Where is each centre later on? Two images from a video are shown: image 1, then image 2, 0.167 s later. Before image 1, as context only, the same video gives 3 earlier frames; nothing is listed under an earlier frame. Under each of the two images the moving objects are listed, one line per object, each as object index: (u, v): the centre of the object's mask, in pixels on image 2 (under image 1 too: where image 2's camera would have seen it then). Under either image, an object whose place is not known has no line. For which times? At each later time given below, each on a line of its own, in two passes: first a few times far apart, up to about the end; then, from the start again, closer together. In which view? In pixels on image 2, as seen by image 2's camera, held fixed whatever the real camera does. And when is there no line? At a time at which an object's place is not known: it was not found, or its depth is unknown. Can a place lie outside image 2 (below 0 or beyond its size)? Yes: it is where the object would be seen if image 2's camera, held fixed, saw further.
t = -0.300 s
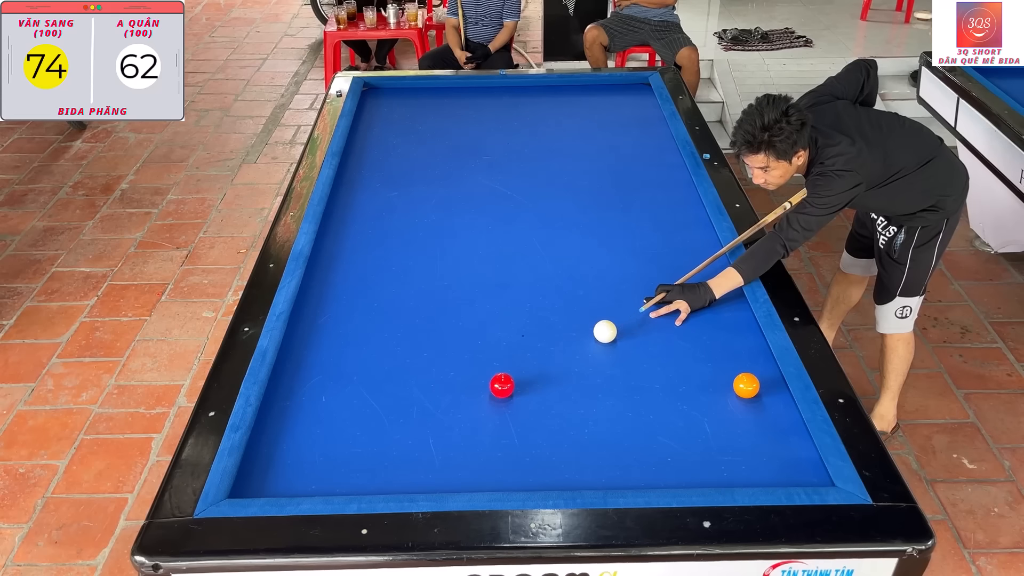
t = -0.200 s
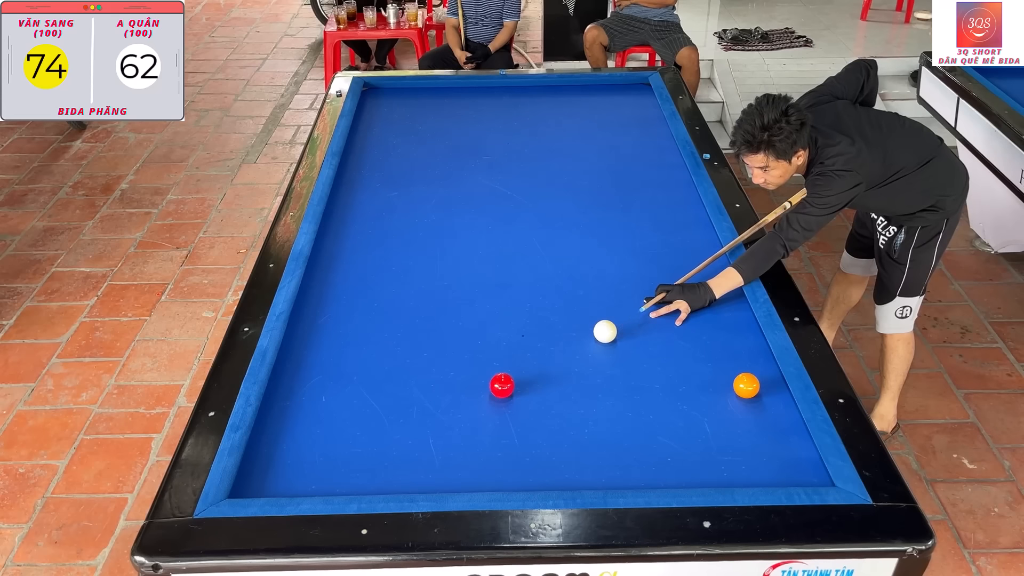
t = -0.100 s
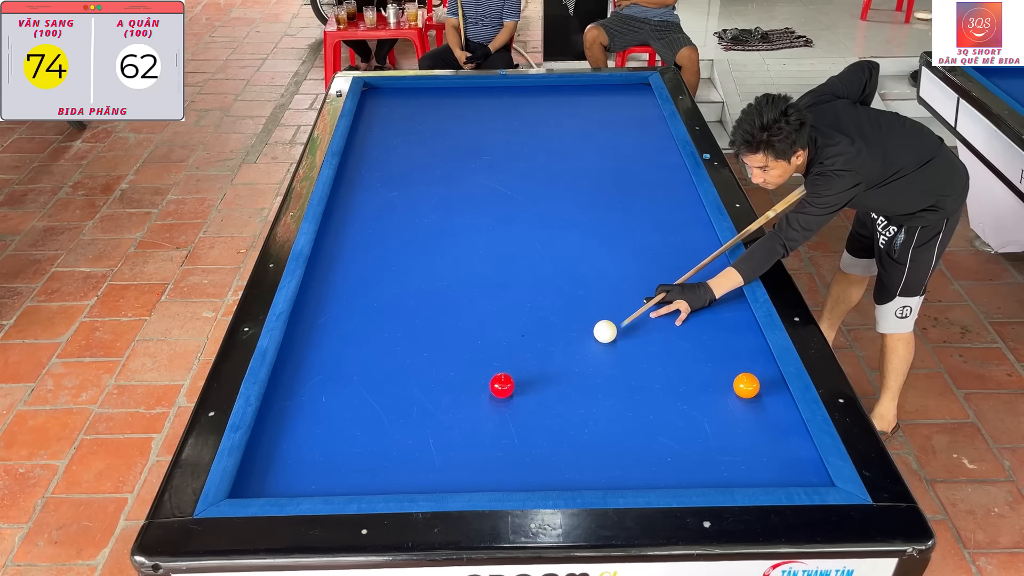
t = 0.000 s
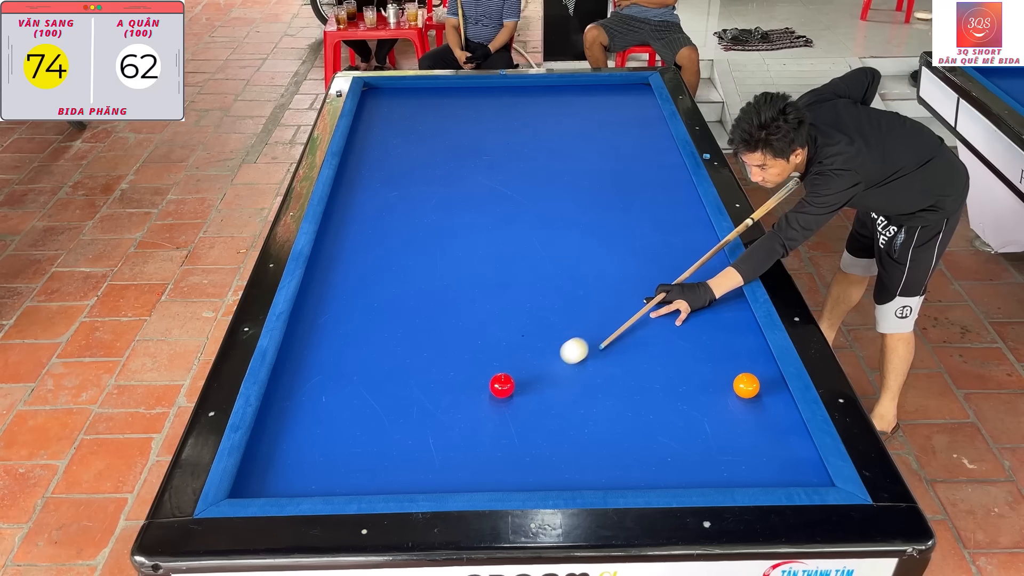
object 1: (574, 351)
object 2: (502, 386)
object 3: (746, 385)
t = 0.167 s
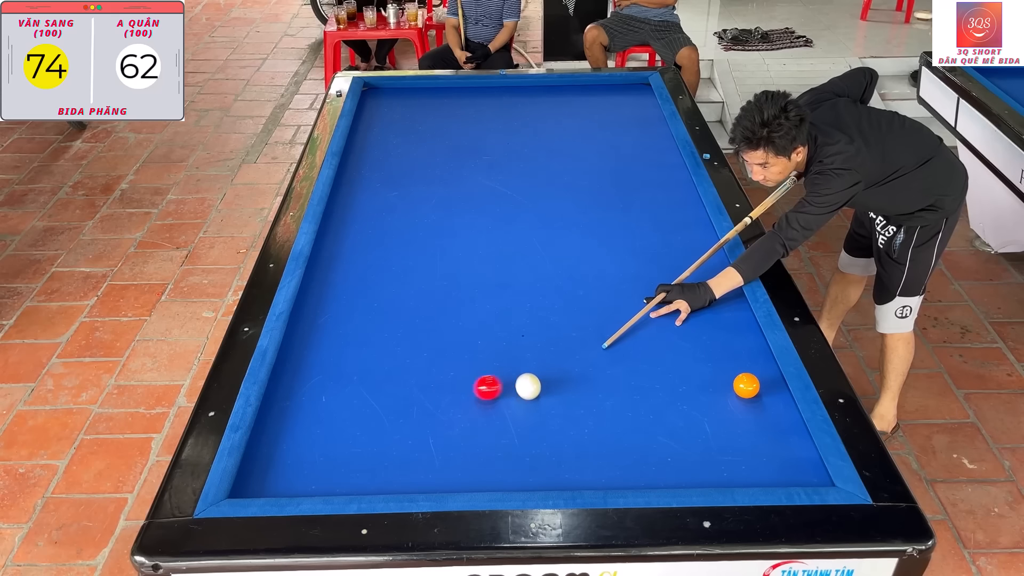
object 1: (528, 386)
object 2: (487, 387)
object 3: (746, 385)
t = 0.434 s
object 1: (545, 419)
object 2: (395, 400)
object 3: (746, 385)
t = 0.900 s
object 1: (578, 476)
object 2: (285, 419)
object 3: (746, 385)
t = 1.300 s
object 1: (615, 459)
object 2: (355, 422)
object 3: (746, 385)
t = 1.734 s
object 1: (652, 433)
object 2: (425, 424)
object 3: (746, 385)
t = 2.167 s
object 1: (685, 411)
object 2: (492, 427)
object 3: (746, 385)
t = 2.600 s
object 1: (714, 391)
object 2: (556, 429)
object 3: (746, 385)
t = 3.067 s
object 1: (721, 371)
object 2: (621, 430)
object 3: (762, 386)
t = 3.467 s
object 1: (722, 357)
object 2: (675, 432)
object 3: (775, 386)
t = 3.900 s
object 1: (723, 344)
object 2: (731, 434)
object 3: (767, 387)
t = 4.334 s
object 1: (724, 334)
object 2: (784, 435)
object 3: (762, 386)
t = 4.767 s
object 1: (724, 326)
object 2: (777, 437)
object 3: (759, 385)
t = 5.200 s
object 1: (724, 320)
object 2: (752, 439)
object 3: (760, 385)
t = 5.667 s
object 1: (725, 315)
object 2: (728, 441)
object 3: (760, 385)
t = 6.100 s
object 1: (726, 313)
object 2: (710, 444)
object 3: (760, 385)
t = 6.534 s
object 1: (726, 312)
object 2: (695, 446)
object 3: (760, 385)
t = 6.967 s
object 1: (726, 312)
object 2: (681, 448)
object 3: (760, 385)
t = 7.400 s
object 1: (726, 312)
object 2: (669, 450)
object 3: (760, 385)
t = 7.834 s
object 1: (726, 312)
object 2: (659, 450)
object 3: (760, 385)
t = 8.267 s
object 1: (726, 312)
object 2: (651, 450)
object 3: (760, 385)
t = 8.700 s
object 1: (726, 312)
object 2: (647, 450)
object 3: (760, 385)
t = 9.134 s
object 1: (726, 312)
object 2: (646, 450)
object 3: (760, 385)
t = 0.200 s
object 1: (530, 391)
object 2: (474, 389)
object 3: (746, 385)
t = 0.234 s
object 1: (532, 396)
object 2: (462, 391)
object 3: (746, 385)
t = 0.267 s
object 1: (534, 400)
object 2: (450, 393)
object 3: (746, 385)
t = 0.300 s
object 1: (537, 404)
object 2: (438, 394)
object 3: (746, 385)
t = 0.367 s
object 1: (541, 411)
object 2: (416, 398)
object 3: (746, 385)
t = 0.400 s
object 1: (543, 415)
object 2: (406, 399)
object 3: (746, 385)
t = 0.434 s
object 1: (545, 419)
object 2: (395, 400)
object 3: (746, 385)
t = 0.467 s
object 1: (548, 423)
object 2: (384, 402)
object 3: (746, 385)
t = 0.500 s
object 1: (550, 427)
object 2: (374, 404)
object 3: (746, 385)
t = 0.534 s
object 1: (552, 431)
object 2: (363, 405)
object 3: (746, 385)
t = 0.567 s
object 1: (554, 435)
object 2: (352, 407)
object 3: (746, 385)
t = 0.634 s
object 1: (559, 443)
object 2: (330, 410)
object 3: (746, 385)
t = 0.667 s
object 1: (561, 447)
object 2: (319, 411)
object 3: (746, 385)
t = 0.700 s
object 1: (564, 451)
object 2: (308, 413)
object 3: (746, 385)
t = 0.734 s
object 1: (566, 455)
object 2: (297, 415)
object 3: (746, 385)
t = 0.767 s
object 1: (569, 460)
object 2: (286, 416)
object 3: (746, 385)
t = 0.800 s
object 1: (571, 464)
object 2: (275, 417)
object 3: (746, 385)
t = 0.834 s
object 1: (573, 468)
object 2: (269, 418)
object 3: (746, 385)
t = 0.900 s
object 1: (578, 476)
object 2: (285, 419)
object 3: (746, 385)
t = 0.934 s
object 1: (580, 479)
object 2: (293, 419)
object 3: (746, 385)
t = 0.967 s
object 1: (583, 480)
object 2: (299, 420)
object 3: (746, 385)
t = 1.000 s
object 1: (587, 478)
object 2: (305, 420)
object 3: (746, 385)
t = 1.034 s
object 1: (590, 476)
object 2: (311, 420)
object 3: (746, 385)
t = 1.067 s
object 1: (593, 474)
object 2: (317, 420)
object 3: (746, 385)
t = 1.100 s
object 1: (596, 472)
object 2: (322, 420)
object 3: (746, 385)
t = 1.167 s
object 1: (603, 468)
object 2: (333, 421)
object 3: (746, 385)
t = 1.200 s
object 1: (606, 466)
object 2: (339, 421)
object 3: (746, 385)
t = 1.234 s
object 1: (609, 463)
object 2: (344, 421)
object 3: (746, 385)
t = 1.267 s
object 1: (612, 461)
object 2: (350, 421)
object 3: (746, 385)
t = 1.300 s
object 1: (615, 459)
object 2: (355, 422)
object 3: (746, 385)
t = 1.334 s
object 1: (618, 457)
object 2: (361, 422)
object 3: (746, 385)
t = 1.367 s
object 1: (621, 455)
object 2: (366, 422)
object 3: (746, 385)
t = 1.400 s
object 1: (624, 453)
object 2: (372, 422)
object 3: (746, 385)
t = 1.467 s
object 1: (630, 449)
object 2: (382, 423)
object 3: (746, 385)
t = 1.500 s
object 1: (633, 447)
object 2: (388, 423)
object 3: (746, 385)
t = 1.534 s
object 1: (636, 445)
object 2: (393, 423)
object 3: (746, 385)
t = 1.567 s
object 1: (639, 443)
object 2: (398, 423)
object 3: (746, 385)
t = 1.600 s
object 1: (641, 441)
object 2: (404, 423)
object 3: (746, 385)
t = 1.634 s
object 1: (644, 439)
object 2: (409, 424)
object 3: (746, 385)
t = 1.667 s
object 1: (647, 437)
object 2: (414, 424)
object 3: (746, 385)
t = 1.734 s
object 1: (652, 433)
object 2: (425, 424)
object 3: (746, 385)
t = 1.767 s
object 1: (655, 431)
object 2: (430, 425)
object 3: (746, 385)
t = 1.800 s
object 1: (658, 430)
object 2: (435, 425)
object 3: (746, 385)
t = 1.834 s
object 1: (660, 428)
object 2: (441, 425)
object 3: (746, 385)
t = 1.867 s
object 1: (663, 426)
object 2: (446, 425)
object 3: (746, 385)
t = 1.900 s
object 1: (666, 424)
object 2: (451, 425)
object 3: (746, 385)
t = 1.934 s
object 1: (668, 423)
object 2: (456, 425)
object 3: (746, 385)
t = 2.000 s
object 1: (673, 419)
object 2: (466, 426)
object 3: (746, 385)
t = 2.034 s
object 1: (676, 417)
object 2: (471, 426)
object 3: (746, 385)
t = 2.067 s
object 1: (678, 416)
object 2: (477, 426)
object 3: (746, 385)
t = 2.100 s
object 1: (681, 414)
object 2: (482, 426)
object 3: (746, 385)
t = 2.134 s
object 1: (683, 412)
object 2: (487, 426)
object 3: (746, 385)
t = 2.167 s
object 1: (685, 411)
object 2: (492, 427)
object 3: (746, 385)
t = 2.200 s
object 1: (688, 409)
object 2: (497, 427)
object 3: (746, 385)
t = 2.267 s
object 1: (692, 406)
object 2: (507, 427)
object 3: (746, 385)
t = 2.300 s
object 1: (695, 404)
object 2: (512, 427)
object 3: (746, 385)
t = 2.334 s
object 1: (697, 403)
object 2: (517, 427)
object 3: (746, 385)
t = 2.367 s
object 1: (699, 401)
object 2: (521, 428)
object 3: (746, 385)
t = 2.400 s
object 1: (701, 399)
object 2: (526, 428)
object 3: (746, 385)
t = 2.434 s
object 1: (703, 398)
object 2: (531, 428)
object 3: (746, 385)
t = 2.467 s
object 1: (705, 396)
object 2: (536, 428)
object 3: (746, 385)
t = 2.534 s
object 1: (710, 393)
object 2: (546, 428)
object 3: (746, 385)
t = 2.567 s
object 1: (712, 392)
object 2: (551, 428)
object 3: (746, 385)
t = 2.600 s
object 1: (714, 391)
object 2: (556, 429)
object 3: (746, 385)
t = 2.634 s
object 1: (716, 389)
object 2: (560, 429)
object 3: (746, 385)
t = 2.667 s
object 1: (718, 388)
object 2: (565, 429)
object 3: (746, 385)
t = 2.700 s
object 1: (720, 386)
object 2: (570, 429)
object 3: (746, 385)
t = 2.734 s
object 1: (721, 385)
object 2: (575, 429)
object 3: (747, 385)
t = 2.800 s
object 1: (721, 382)
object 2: (584, 429)
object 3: (751, 385)
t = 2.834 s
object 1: (721, 380)
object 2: (589, 429)
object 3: (752, 385)
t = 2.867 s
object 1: (721, 379)
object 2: (593, 429)
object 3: (754, 386)
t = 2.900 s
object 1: (721, 378)
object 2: (598, 430)
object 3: (755, 386)
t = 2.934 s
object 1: (721, 376)
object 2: (603, 430)
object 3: (756, 386)
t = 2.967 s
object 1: (721, 375)
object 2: (608, 430)
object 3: (758, 386)
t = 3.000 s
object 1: (721, 374)
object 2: (612, 430)
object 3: (759, 386)
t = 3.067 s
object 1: (721, 371)
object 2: (621, 430)
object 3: (762, 386)
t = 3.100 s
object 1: (721, 370)
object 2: (626, 430)
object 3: (763, 386)
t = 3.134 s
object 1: (721, 368)
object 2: (630, 431)
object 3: (765, 386)
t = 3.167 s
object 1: (721, 367)
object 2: (635, 431)
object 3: (766, 386)
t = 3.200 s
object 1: (721, 366)
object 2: (640, 431)
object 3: (767, 386)
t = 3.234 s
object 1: (721, 365)
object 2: (644, 431)
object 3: (768, 386)
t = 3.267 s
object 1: (722, 364)
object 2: (649, 431)
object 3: (769, 386)
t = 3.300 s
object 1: (722, 362)
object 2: (653, 431)
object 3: (771, 386)
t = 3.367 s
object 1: (722, 360)
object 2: (662, 432)
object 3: (773, 386)
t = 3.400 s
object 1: (722, 359)
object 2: (667, 432)
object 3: (774, 386)
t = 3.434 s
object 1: (722, 358)
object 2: (671, 432)
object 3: (775, 386)
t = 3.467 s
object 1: (722, 357)
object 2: (675, 432)
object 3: (775, 386)
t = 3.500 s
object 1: (722, 356)
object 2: (680, 432)
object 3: (774, 386)
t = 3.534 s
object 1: (722, 355)
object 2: (684, 432)
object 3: (773, 386)
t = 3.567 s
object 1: (722, 354)
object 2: (688, 432)
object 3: (773, 386)
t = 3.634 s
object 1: (722, 352)
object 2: (697, 432)
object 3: (771, 386)
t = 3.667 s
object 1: (722, 351)
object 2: (702, 433)
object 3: (771, 386)
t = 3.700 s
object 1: (723, 350)
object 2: (706, 433)
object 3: (770, 387)
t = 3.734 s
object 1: (723, 349)
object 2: (710, 433)
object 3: (770, 387)
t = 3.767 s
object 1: (723, 348)
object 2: (714, 433)
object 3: (769, 387)
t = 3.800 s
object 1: (723, 347)
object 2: (718, 433)
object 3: (769, 387)
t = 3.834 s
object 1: (723, 346)
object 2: (723, 433)
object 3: (768, 386)
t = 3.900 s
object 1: (723, 344)
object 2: (731, 434)
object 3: (767, 387)
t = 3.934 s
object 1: (723, 343)
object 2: (735, 434)
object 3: (766, 386)
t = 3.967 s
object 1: (723, 343)
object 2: (739, 434)
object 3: (766, 386)
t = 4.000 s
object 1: (723, 342)
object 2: (744, 434)
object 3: (765, 386)
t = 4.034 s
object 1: (723, 341)
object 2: (748, 434)
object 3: (765, 386)
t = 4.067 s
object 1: (723, 340)
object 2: (752, 434)
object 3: (764, 386)
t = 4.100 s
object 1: (723, 339)
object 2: (756, 434)
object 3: (764, 386)
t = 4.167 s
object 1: (724, 338)
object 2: (764, 434)
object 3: (763, 386)
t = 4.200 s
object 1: (724, 337)
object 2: (768, 434)
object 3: (763, 386)
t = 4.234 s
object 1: (724, 336)
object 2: (772, 435)
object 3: (762, 386)
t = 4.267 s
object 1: (724, 335)
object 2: (776, 434)
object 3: (762, 386)
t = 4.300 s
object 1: (724, 335)
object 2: (780, 435)
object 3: (762, 386)
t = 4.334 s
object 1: (724, 334)
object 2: (784, 435)
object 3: (762, 386)
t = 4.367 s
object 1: (724, 333)
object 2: (788, 435)
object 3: (761, 386)
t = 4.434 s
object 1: (724, 332)
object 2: (795, 435)
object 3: (761, 385)
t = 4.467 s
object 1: (724, 331)
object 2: (797, 435)
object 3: (760, 385)
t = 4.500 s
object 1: (724, 331)
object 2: (794, 435)
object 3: (760, 385)
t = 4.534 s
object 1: (724, 330)
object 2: (792, 435)
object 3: (760, 385)
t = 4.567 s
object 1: (724, 329)
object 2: (790, 436)
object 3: (760, 385)
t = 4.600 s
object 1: (724, 329)
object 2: (787, 436)
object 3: (760, 385)
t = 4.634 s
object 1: (724, 328)
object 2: (785, 436)
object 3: (759, 385)
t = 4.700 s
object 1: (724, 327)
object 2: (781, 436)
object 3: (759, 385)
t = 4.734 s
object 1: (724, 326)
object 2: (779, 437)
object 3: (759, 385)
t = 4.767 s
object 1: (724, 326)
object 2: (777, 437)
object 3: (759, 385)
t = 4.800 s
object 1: (724, 325)
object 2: (775, 437)
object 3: (759, 385)
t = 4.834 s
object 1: (724, 325)
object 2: (773, 437)
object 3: (759, 385)
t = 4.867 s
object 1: (724, 324)
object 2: (771, 437)
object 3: (759, 385)
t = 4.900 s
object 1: (724, 324)
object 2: (769, 438)
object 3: (760, 385)
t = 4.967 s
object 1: (724, 323)
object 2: (765, 438)
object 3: (760, 385)
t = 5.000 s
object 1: (724, 322)
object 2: (763, 438)
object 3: (760, 385)
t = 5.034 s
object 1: (724, 322)
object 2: (762, 438)
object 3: (760, 385)
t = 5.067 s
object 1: (724, 321)
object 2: (760, 438)
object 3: (760, 385)
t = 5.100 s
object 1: (724, 321)
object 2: (758, 438)
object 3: (760, 385)
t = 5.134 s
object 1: (724, 321)
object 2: (756, 439)
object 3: (760, 385)
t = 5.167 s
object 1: (724, 320)
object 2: (754, 439)
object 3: (760, 385)
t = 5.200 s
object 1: (724, 320)
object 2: (752, 439)
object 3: (760, 385)
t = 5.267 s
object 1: (724, 319)
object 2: (748, 439)
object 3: (760, 385)
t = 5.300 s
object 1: (724, 319)
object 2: (747, 440)
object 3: (760, 385)
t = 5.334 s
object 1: (725, 318)
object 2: (745, 440)
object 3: (760, 385)
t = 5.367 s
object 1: (724, 318)
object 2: (743, 440)
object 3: (760, 385)
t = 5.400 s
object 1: (725, 318)
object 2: (741, 440)
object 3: (760, 385)
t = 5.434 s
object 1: (725, 317)
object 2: (740, 440)
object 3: (760, 385)
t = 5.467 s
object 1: (725, 317)
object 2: (738, 440)
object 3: (760, 385)
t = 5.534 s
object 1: (725, 316)
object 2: (735, 440)
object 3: (760, 385)
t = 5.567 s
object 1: (725, 316)
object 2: (733, 441)
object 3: (760, 385)
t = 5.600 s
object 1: (725, 316)
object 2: (731, 441)
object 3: (760, 385)
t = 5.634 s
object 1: (725, 316)
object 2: (730, 441)
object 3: (760, 385)
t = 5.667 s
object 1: (725, 315)
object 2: (728, 441)
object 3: (760, 385)
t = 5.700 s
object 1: (725, 315)
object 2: (727, 441)
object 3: (760, 385)
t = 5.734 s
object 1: (725, 315)
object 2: (725, 442)
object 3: (760, 385)
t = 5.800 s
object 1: (725, 314)
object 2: (722, 442)
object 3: (760, 385)
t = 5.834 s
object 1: (725, 314)
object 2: (721, 442)
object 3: (760, 385)
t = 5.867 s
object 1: (726, 314)
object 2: (719, 442)
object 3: (760, 385)
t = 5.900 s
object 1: (726, 314)
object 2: (718, 443)
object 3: (760, 385)
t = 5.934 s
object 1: (726, 313)
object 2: (716, 443)
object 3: (760, 385)
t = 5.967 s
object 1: (726, 313)
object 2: (715, 443)
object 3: (760, 385)
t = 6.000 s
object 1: (726, 313)
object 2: (714, 444)
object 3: (760, 385)
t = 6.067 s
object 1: (726, 313)
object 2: (711, 444)
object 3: (760, 385)
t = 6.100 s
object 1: (726, 313)
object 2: (710, 444)
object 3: (760, 385)
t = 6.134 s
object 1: (726, 313)
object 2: (708, 444)
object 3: (760, 385)
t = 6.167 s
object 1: (726, 313)
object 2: (707, 445)
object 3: (760, 385)
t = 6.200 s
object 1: (726, 313)
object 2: (706, 445)
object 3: (760, 385)
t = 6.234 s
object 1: (726, 312)
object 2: (705, 445)
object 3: (760, 385)
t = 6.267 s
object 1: (726, 312)
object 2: (703, 445)
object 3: (760, 385)
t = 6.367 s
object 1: (726, 312)
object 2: (701, 446)
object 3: (760, 385)
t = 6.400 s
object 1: (726, 312)
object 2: (699, 446)
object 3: (760, 385)
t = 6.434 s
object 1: (726, 312)
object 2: (698, 446)
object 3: (760, 385)
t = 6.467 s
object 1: (726, 312)
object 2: (697, 446)
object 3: (760, 385)
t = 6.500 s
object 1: (726, 312)
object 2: (696, 446)
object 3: (760, 385)
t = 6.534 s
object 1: (726, 312)
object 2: (695, 446)
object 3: (760, 385)
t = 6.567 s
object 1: (726, 312)
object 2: (693, 447)
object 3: (760, 385)
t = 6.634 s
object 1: (726, 312)
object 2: (691, 447)
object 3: (760, 385)
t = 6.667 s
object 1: (726, 312)
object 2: (690, 447)
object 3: (760, 385)
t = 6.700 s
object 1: (726, 312)
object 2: (689, 447)
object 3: (760, 385)
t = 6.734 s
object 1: (726, 312)
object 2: (688, 447)
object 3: (760, 385)
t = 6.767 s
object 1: (726, 312)
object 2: (687, 448)
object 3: (760, 385)
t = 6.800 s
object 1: (726, 312)
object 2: (686, 448)
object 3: (760, 385)
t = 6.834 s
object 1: (726, 312)
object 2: (684, 448)
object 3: (760, 385)
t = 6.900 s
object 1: (726, 312)
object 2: (683, 448)
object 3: (760, 385)
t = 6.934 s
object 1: (726, 312)
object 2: (681, 448)
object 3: (760, 385)
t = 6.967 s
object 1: (726, 312)
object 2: (681, 448)
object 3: (760, 385)
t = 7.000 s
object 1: (726, 312)
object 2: (680, 449)
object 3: (760, 385)
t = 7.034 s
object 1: (726, 312)
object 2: (679, 449)
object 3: (760, 385)
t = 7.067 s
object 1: (726, 312)
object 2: (678, 449)
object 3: (760, 385)
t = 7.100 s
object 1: (726, 312)
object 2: (677, 449)
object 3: (760, 385)
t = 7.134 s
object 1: (726, 312)
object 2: (676, 449)
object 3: (760, 385)
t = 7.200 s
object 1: (726, 312)
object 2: (674, 449)
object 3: (760, 385)
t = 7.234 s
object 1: (726, 312)
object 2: (673, 450)
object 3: (760, 385)
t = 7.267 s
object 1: (726, 312)
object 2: (672, 450)
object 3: (760, 385)
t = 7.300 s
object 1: (726, 312)
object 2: (671, 450)
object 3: (760, 385)
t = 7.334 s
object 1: (726, 312)
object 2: (670, 450)
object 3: (760, 385)
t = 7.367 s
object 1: (726, 312)
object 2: (669, 450)
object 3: (760, 385)
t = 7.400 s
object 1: (726, 312)
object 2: (669, 450)
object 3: (760, 385)
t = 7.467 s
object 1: (726, 312)
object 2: (667, 450)
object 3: (760, 385)
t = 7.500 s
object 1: (726, 312)
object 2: (666, 450)
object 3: (760, 385)
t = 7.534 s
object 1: (726, 312)
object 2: (665, 450)
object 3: (760, 385)
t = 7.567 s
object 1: (726, 312)
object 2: (665, 450)
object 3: (760, 385)
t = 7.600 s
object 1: (726, 312)
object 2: (664, 450)
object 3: (760, 385)
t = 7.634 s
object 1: (726, 312)
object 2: (663, 450)
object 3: (760, 385)
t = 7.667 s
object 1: (726, 312)
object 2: (662, 450)
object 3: (760, 385)
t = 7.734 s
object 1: (726, 312)
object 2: (661, 450)
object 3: (760, 385)
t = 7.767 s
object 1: (726, 312)
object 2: (660, 450)
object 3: (760, 385)
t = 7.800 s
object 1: (726, 312)
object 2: (659, 450)
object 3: (760, 385)
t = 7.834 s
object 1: (726, 312)
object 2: (659, 450)
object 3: (760, 385)
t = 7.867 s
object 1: (726, 312)
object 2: (658, 450)
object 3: (760, 385)
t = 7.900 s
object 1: (726, 312)
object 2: (657, 450)
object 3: (760, 385)
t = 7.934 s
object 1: (726, 312)
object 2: (657, 450)
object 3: (760, 385)
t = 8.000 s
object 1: (726, 312)
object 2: (656, 450)
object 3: (760, 385)
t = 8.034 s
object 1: (726, 312)
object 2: (655, 451)
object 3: (760, 385)
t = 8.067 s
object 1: (726, 312)
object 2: (654, 450)
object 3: (760, 385)
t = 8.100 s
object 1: (726, 312)
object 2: (654, 450)
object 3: (760, 385)
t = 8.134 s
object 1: (726, 312)
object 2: (653, 450)
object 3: (760, 385)
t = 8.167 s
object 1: (726, 312)
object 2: (653, 450)
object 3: (760, 385)
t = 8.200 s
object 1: (726, 312)
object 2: (652, 450)
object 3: (760, 385)
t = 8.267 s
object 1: (726, 312)
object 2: (651, 450)
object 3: (760, 385)
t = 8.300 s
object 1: (726, 312)
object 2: (651, 450)
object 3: (760, 385)
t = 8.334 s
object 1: (726, 312)
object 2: (651, 450)
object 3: (760, 385)
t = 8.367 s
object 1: (726, 312)
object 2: (650, 450)
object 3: (760, 385)
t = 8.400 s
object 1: (726, 312)
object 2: (650, 450)
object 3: (760, 385)
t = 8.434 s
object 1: (726, 312)
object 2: (649, 450)
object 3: (760, 385)
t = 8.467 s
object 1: (726, 312)
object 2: (649, 450)
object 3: (760, 385)
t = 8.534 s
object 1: (726, 312)
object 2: (648, 450)
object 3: (760, 385)
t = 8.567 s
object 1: (726, 312)
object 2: (648, 450)
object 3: (760, 385)
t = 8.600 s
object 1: (726, 312)
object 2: (648, 450)
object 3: (760, 385)
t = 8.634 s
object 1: (726, 312)
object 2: (648, 450)
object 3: (760, 385)
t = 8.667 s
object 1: (726, 312)
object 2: (647, 450)
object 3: (760, 385)
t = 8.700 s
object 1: (726, 312)
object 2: (647, 450)
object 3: (760, 385)
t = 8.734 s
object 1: (726, 312)
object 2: (647, 450)
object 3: (760, 385)
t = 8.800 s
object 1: (726, 312)
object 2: (647, 450)
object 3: (760, 385)
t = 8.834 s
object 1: (726, 312)
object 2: (647, 450)
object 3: (760, 385)
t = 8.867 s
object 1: (726, 312)
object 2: (646, 450)
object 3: (760, 385)
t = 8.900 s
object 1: (726, 312)
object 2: (647, 450)
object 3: (760, 385)
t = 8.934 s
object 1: (726, 312)
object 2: (646, 450)
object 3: (760, 385)
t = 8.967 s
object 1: (726, 312)
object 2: (646, 450)
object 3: (760, 385)
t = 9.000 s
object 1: (726, 312)
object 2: (647, 450)
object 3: (760, 385)
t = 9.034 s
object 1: (726, 312)
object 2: (646, 450)
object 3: (760, 385)
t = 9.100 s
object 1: (726, 312)
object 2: (646, 450)
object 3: (760, 385)
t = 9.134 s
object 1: (726, 312)
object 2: (646, 450)
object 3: (760, 385)
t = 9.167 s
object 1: (726, 312)
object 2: (646, 450)
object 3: (760, 385)
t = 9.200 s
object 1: (726, 312)
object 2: (646, 450)
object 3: (760, 385)
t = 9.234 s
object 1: (726, 312)
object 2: (646, 450)
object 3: (760, 385)
